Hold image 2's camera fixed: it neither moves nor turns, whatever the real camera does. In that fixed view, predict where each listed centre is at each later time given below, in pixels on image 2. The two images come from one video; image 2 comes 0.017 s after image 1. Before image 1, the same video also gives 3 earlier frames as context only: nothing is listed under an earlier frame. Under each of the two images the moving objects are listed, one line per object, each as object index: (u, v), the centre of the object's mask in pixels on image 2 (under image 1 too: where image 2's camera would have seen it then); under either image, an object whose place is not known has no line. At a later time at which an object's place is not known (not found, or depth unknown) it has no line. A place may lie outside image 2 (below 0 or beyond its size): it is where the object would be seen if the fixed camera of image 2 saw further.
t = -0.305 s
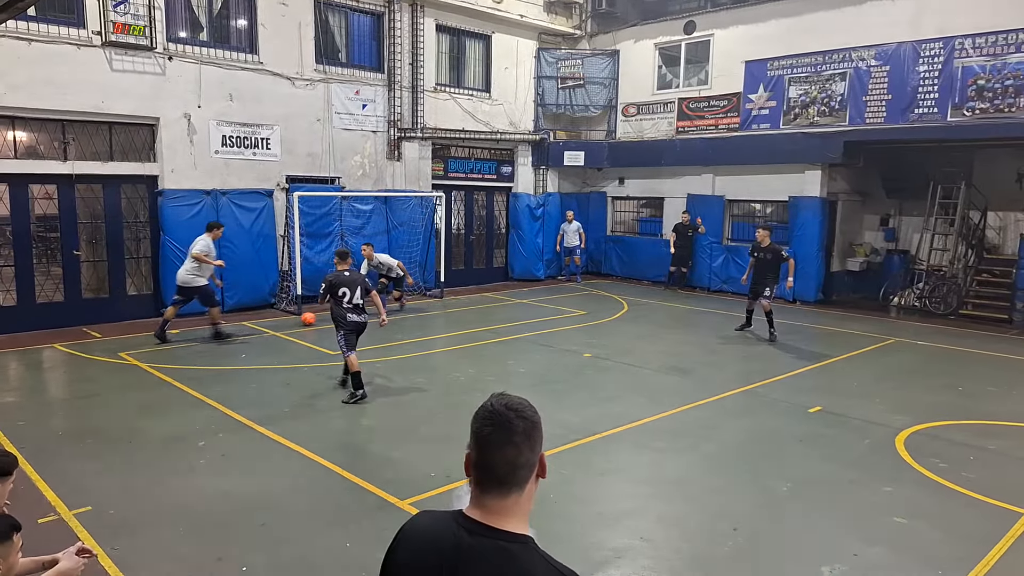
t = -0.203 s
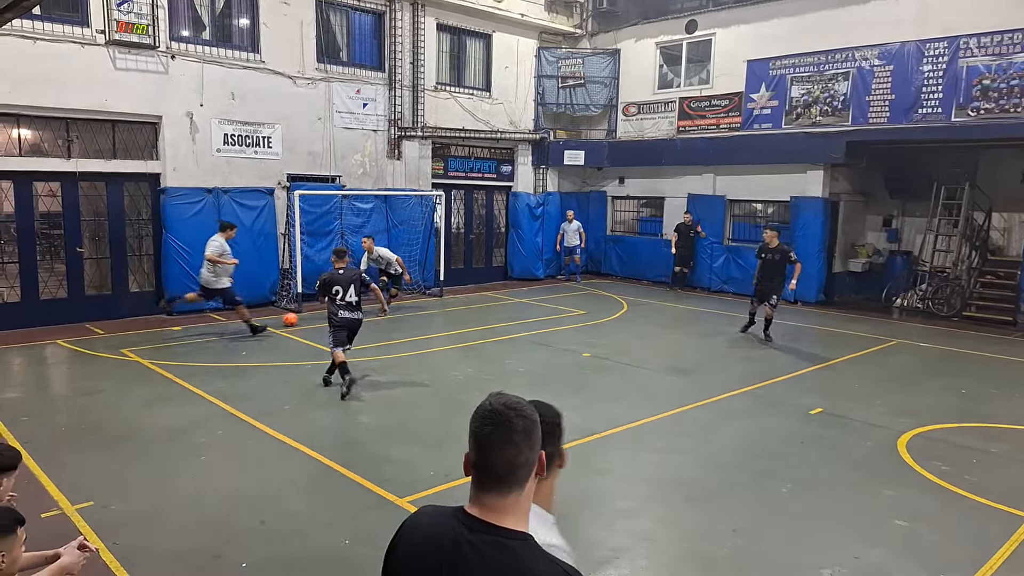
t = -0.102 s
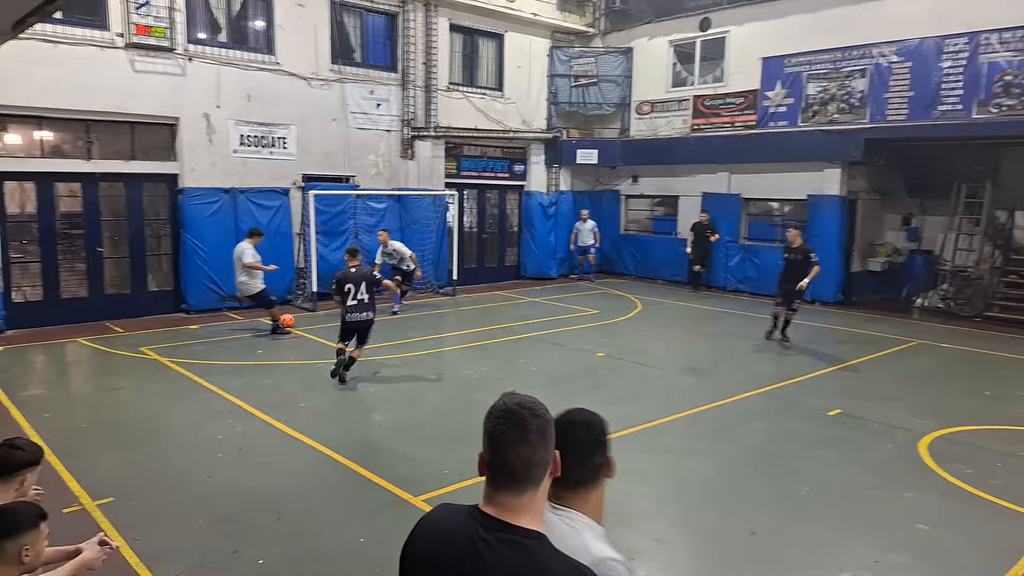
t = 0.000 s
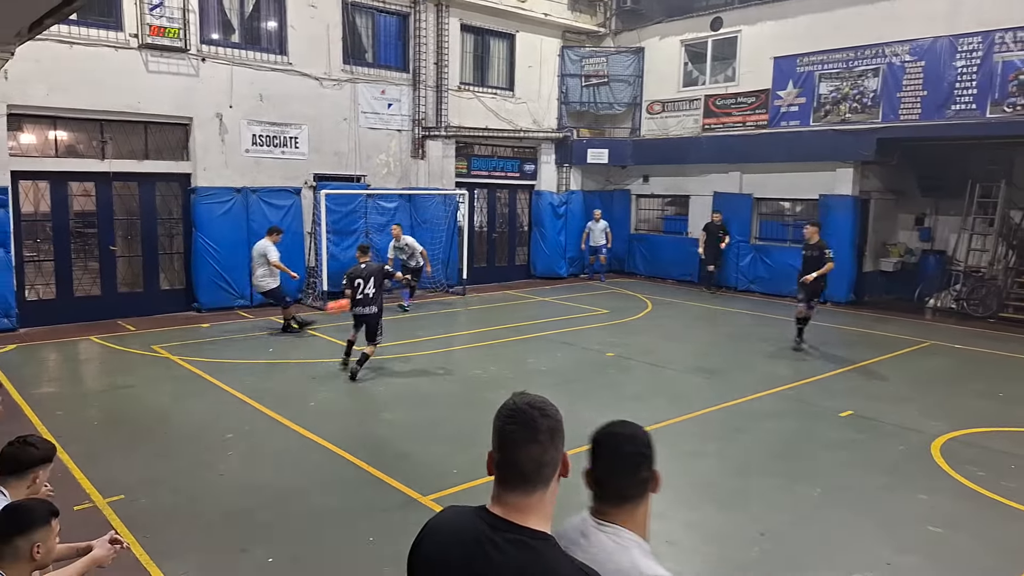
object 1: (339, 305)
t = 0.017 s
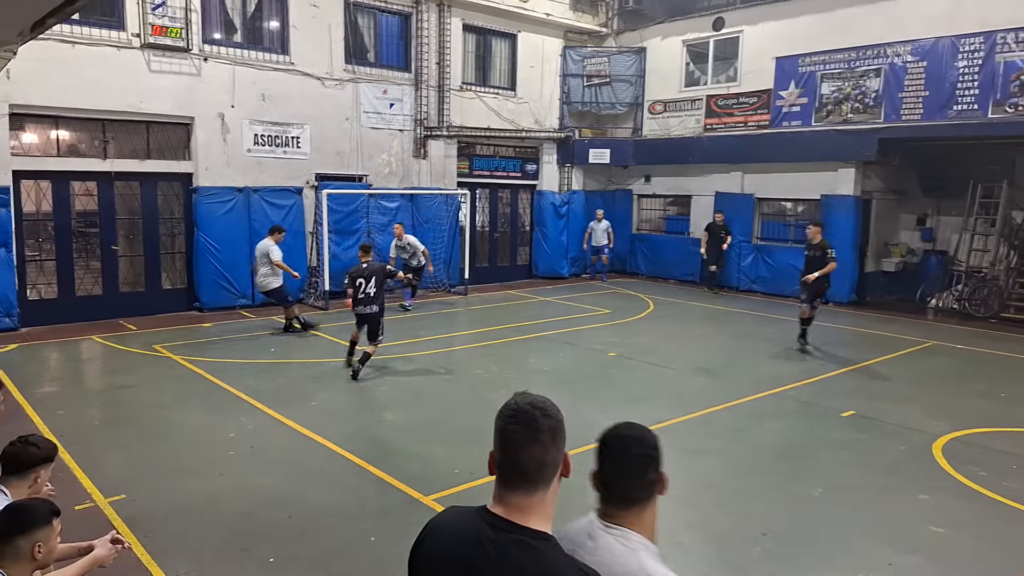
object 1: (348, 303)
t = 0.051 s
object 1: (394, 292)
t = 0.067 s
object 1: (411, 288)
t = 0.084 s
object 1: (428, 284)
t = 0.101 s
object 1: (448, 281)
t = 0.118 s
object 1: (471, 276)
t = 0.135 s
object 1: (492, 272)
